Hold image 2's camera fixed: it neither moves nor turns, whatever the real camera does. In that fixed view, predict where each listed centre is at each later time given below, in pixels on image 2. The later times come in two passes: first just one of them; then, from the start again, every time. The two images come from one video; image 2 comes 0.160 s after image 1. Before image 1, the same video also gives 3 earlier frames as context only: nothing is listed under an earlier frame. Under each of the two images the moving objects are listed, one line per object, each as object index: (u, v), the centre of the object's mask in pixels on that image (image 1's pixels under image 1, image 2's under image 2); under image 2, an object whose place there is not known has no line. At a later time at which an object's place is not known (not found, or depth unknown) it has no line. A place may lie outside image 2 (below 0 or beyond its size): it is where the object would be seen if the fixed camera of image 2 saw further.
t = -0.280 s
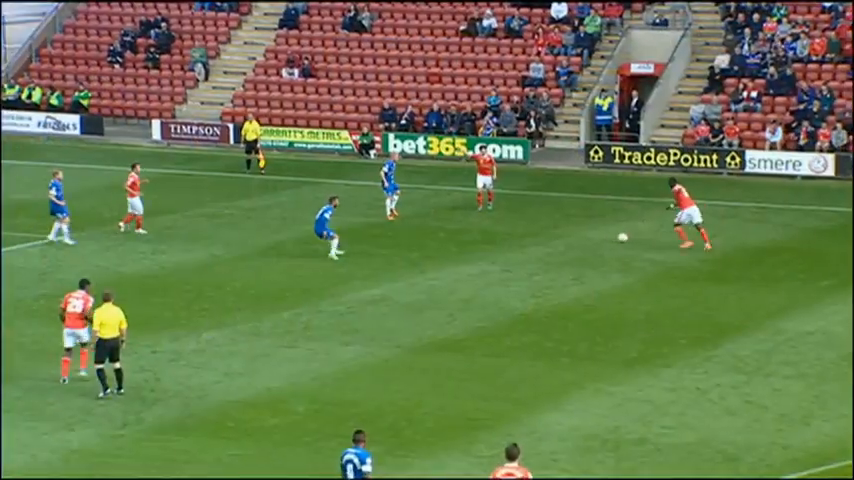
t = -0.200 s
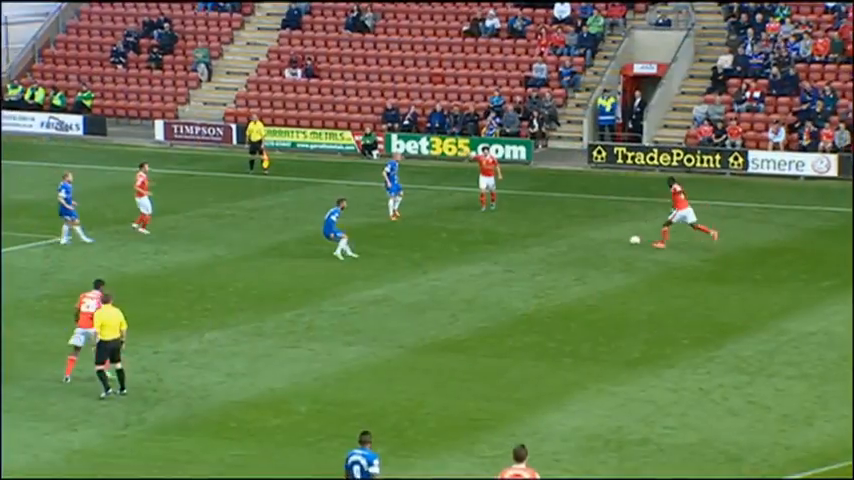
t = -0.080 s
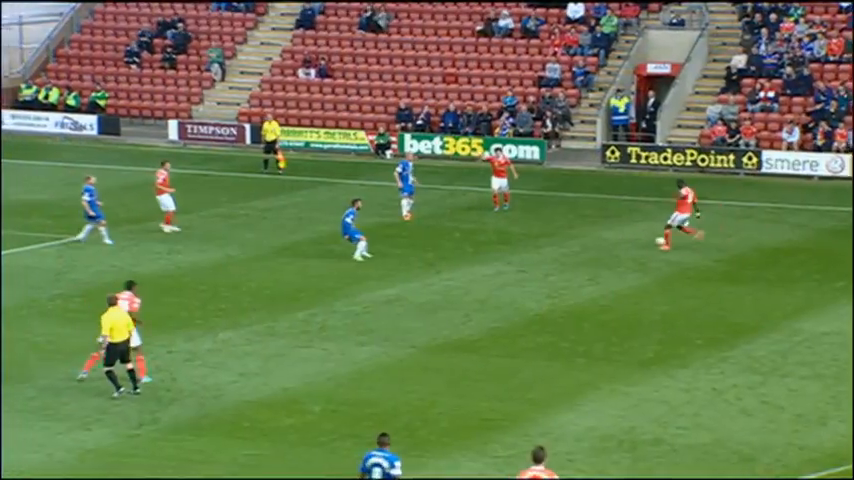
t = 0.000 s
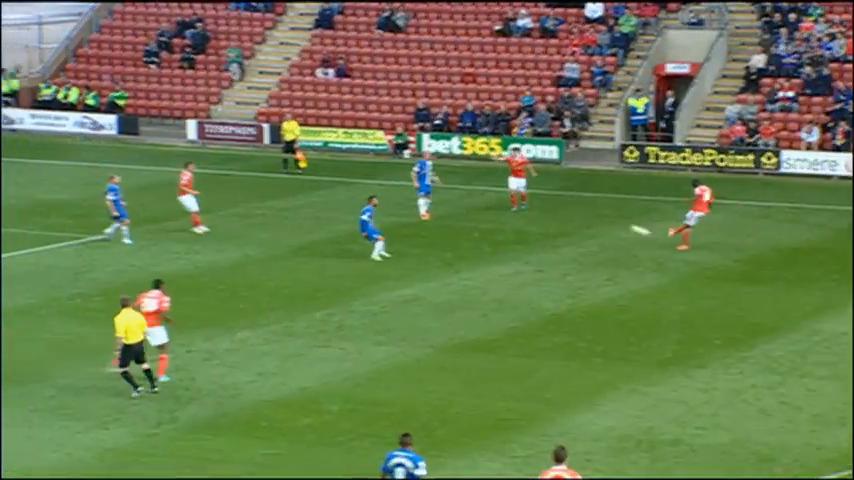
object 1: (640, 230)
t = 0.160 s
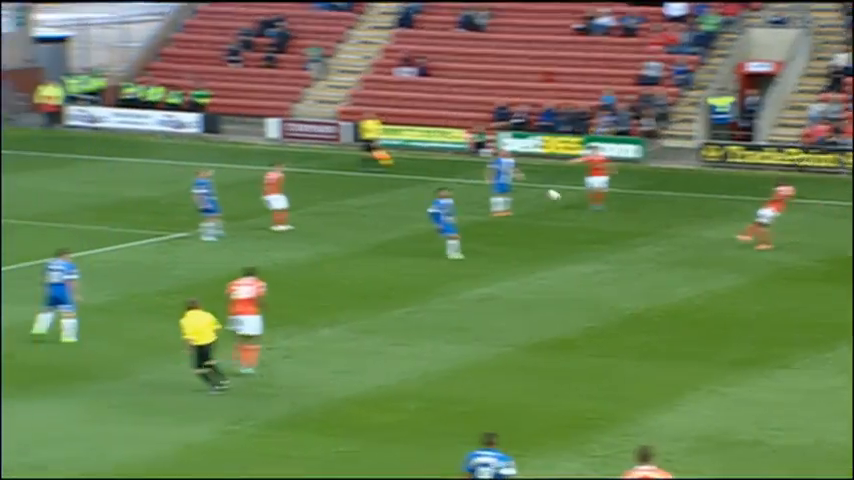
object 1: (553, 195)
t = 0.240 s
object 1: (474, 182)
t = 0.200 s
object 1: (514, 188)
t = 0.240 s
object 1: (474, 182)
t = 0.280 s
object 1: (435, 178)
